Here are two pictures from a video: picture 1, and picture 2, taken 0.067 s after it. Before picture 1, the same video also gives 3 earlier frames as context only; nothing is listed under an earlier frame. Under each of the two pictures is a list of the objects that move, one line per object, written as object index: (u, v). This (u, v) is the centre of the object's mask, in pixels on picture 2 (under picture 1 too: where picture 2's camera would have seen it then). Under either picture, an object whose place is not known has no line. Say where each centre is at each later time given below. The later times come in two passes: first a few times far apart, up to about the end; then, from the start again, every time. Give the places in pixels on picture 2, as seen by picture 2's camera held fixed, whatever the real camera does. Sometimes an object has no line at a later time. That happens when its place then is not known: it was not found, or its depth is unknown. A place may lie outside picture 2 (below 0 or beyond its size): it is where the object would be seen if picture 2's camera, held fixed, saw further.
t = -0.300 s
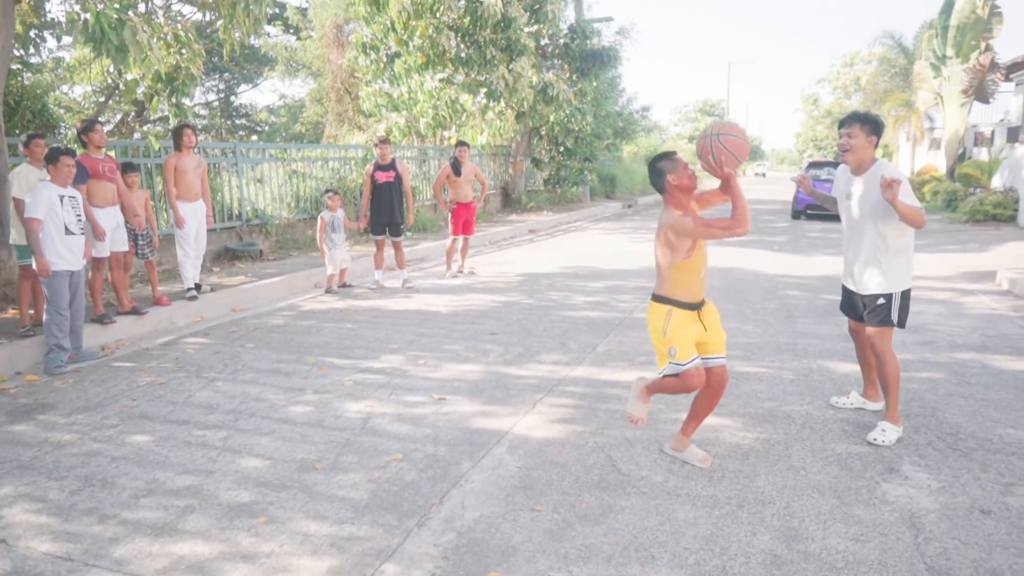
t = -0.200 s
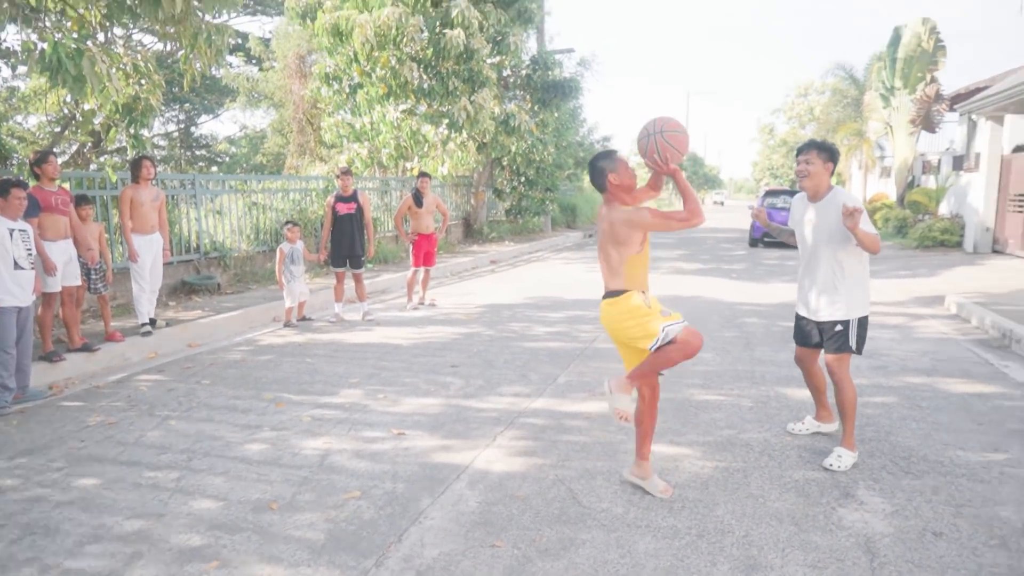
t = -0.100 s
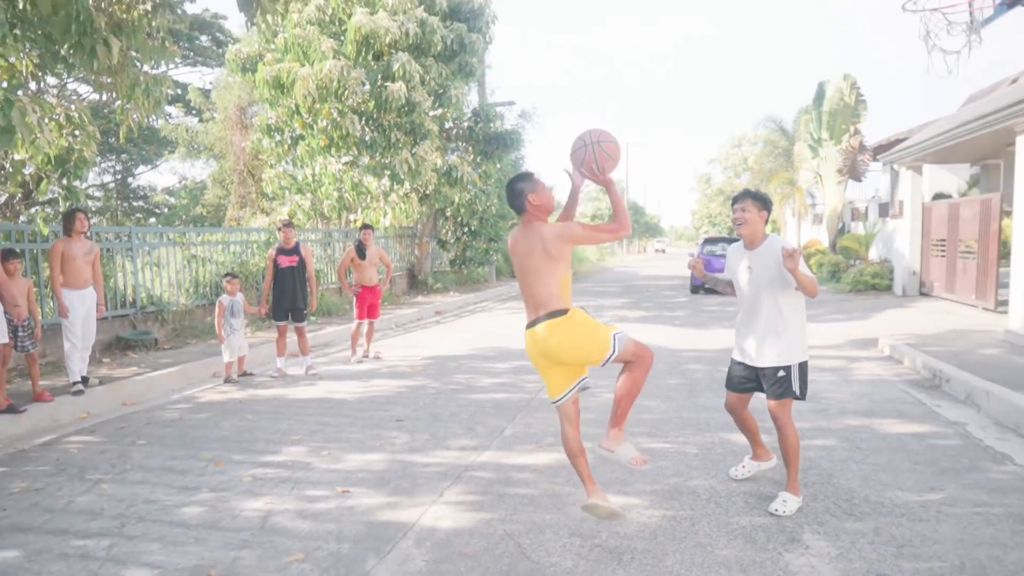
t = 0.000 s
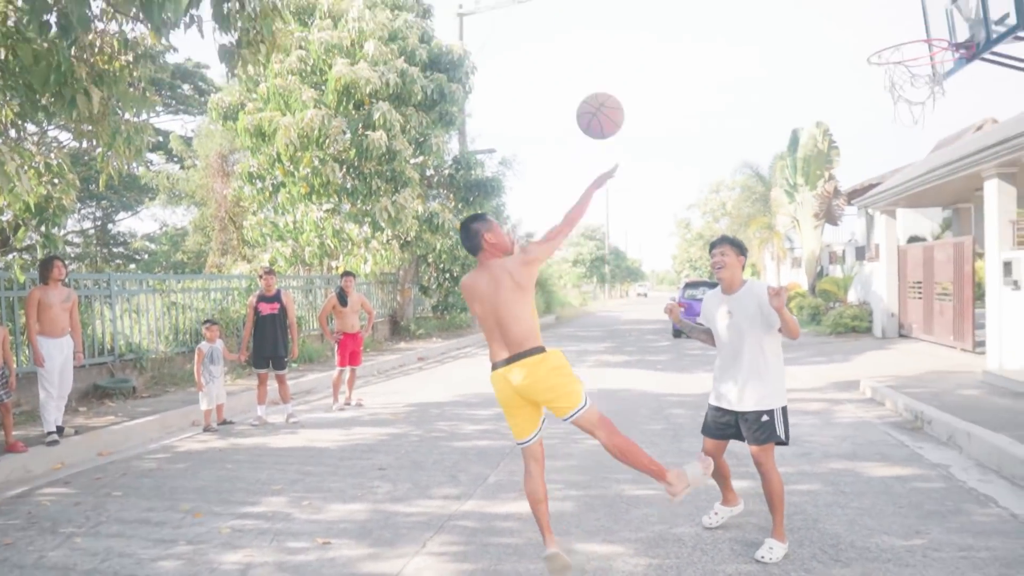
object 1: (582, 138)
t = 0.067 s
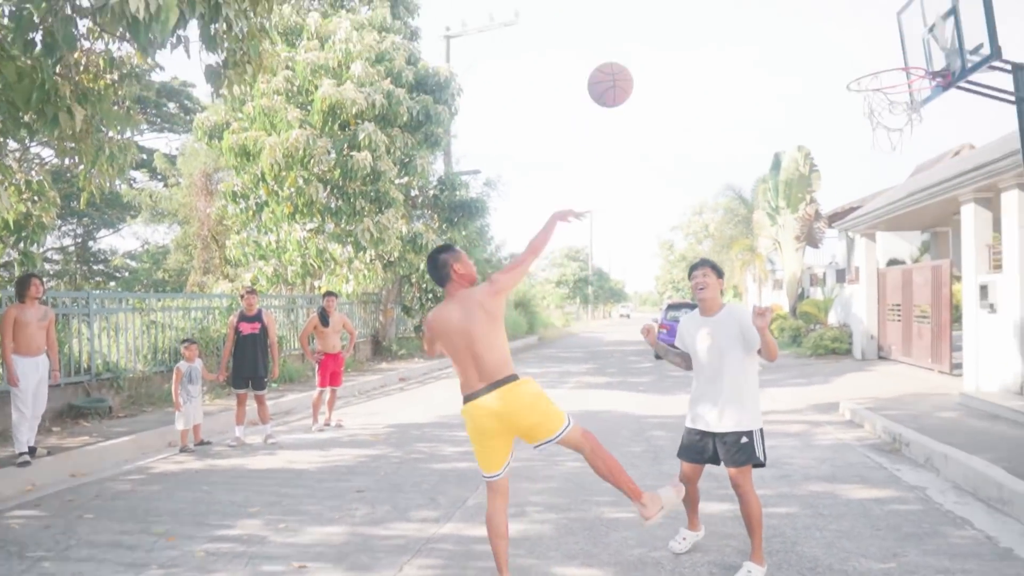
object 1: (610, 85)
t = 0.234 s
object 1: (671, -4)
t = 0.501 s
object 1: (749, -29)
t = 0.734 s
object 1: (810, 29)
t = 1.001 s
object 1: (828, 82)
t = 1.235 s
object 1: (816, 143)
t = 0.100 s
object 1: (623, 62)
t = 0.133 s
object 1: (636, 42)
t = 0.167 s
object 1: (648, 24)
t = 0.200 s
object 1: (660, 9)
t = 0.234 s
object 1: (671, -4)
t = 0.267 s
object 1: (681, -14)
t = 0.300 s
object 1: (692, -21)
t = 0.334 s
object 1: (702, -26)
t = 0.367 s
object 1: (712, -30)
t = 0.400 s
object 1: (721, -32)
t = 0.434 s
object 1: (731, -32)
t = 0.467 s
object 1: (740, -31)
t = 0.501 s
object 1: (749, -29)
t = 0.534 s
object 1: (758, -25)
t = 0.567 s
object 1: (767, -20)
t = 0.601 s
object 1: (775, -13)
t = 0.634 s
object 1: (784, -5)
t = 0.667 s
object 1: (793, 5)
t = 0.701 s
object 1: (801, 16)
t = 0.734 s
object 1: (810, 29)
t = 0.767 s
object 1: (818, 43)
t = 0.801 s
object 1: (826, 58)
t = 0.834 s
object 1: (834, 75)
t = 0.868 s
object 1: (835, 78)
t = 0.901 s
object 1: (833, 77)
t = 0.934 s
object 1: (832, 77)
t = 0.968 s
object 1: (830, 79)
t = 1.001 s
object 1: (828, 82)
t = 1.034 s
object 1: (827, 86)
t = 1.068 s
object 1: (825, 92)
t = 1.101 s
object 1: (822, 99)
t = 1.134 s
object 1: (820, 108)
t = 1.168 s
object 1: (819, 118)
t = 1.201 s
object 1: (817, 130)
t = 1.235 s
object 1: (816, 143)
